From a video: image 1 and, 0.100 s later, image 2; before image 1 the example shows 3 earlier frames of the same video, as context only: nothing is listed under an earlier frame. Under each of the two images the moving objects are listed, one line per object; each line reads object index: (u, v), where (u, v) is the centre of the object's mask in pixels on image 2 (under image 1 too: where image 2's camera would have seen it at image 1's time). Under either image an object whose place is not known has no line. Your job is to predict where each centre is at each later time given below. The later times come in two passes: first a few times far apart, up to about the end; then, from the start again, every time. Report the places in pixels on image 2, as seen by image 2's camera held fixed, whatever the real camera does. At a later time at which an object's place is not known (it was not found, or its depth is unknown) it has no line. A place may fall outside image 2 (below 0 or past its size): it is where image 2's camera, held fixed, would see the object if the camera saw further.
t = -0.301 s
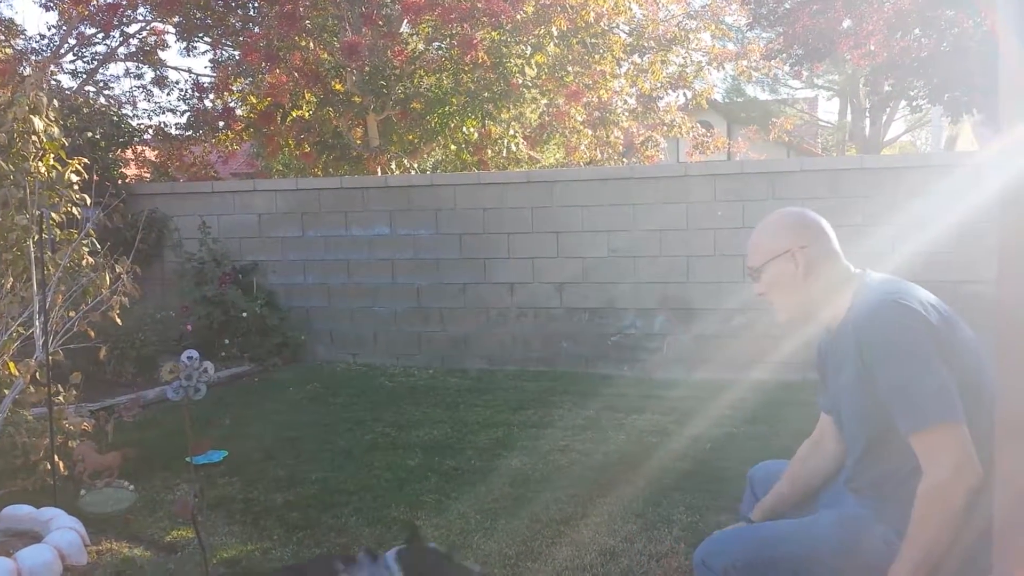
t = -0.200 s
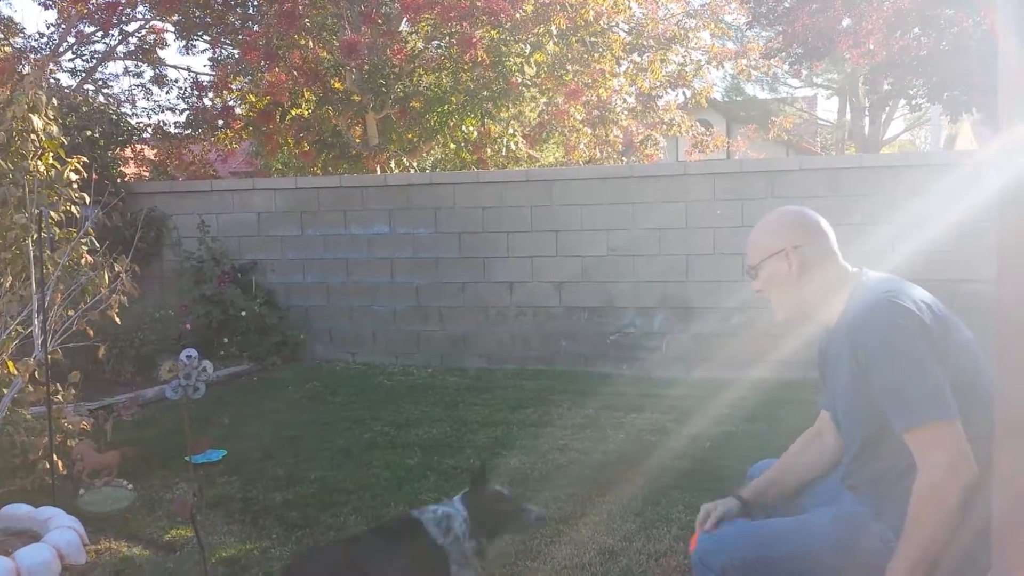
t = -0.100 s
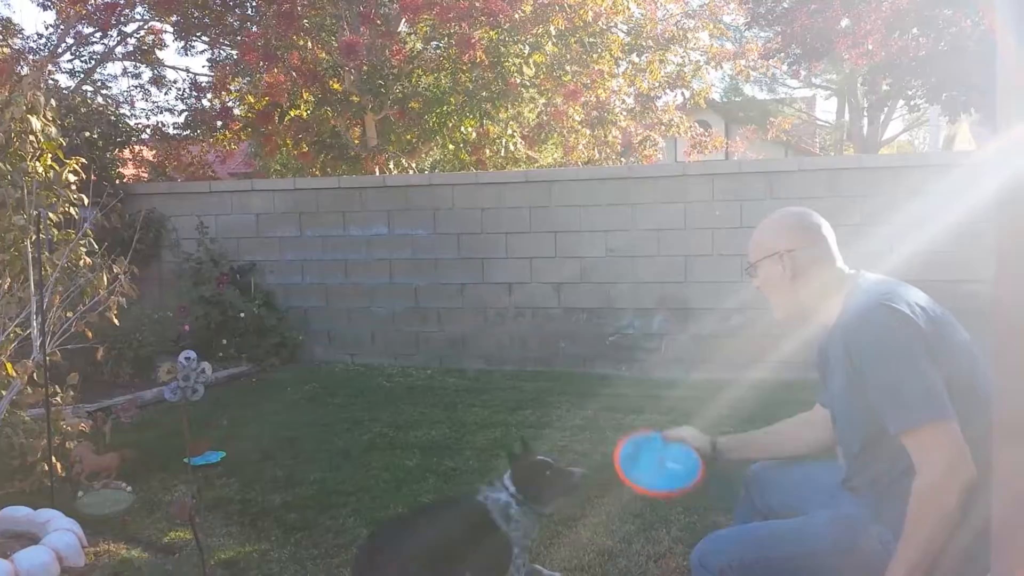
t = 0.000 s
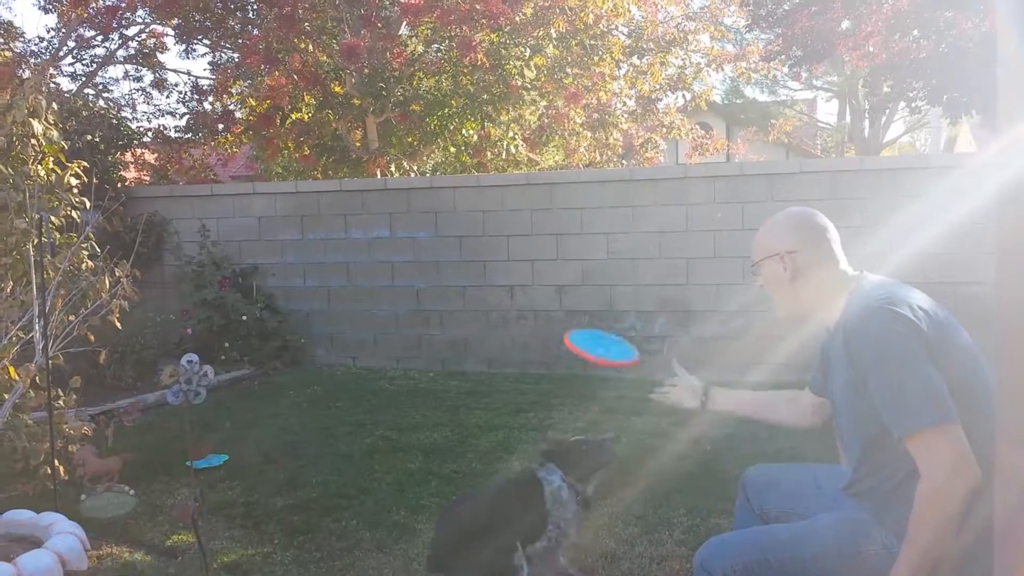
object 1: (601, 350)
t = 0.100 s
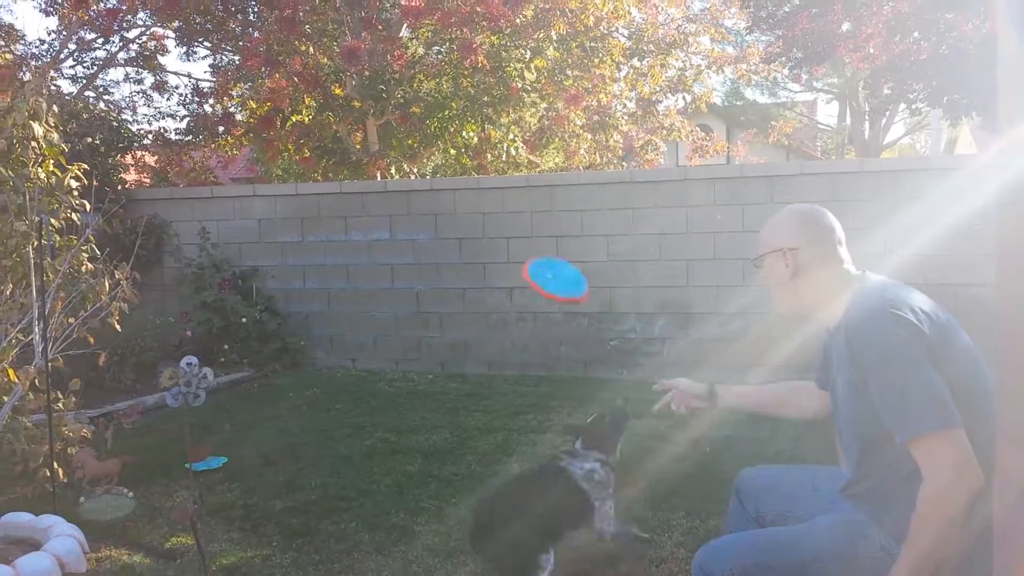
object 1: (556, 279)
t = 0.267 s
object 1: (505, 232)
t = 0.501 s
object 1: (465, 243)
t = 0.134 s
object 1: (544, 264)
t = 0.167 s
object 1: (533, 251)
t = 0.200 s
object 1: (522, 242)
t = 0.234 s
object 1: (513, 236)
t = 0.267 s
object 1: (505, 232)
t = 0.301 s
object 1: (498, 230)
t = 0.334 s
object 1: (491, 229)
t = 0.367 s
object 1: (485, 229)
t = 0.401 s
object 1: (479, 232)
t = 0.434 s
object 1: (473, 234)
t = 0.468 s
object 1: (469, 238)
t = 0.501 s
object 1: (465, 243)
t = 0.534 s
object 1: (461, 248)
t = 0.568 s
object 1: (457, 254)
